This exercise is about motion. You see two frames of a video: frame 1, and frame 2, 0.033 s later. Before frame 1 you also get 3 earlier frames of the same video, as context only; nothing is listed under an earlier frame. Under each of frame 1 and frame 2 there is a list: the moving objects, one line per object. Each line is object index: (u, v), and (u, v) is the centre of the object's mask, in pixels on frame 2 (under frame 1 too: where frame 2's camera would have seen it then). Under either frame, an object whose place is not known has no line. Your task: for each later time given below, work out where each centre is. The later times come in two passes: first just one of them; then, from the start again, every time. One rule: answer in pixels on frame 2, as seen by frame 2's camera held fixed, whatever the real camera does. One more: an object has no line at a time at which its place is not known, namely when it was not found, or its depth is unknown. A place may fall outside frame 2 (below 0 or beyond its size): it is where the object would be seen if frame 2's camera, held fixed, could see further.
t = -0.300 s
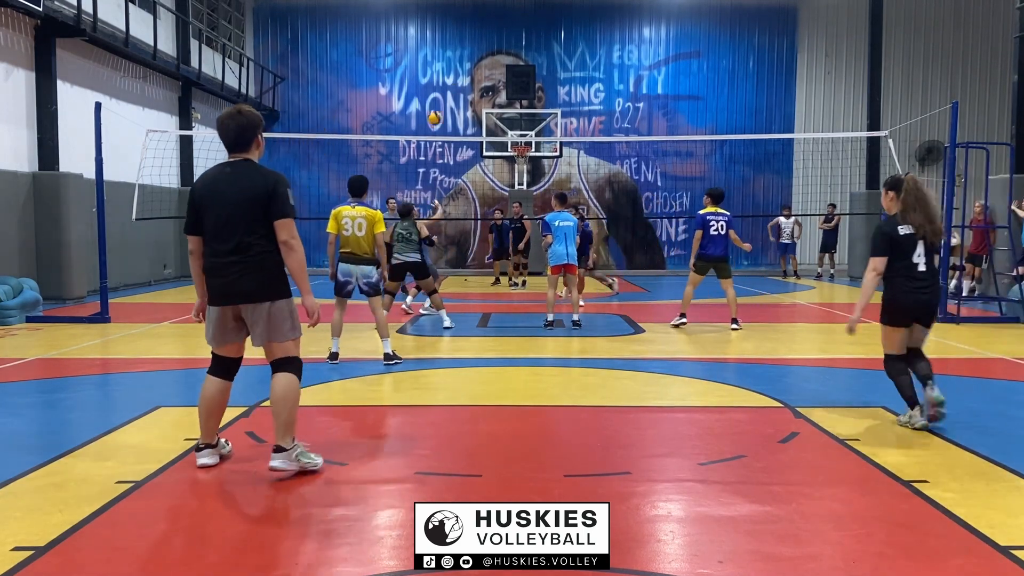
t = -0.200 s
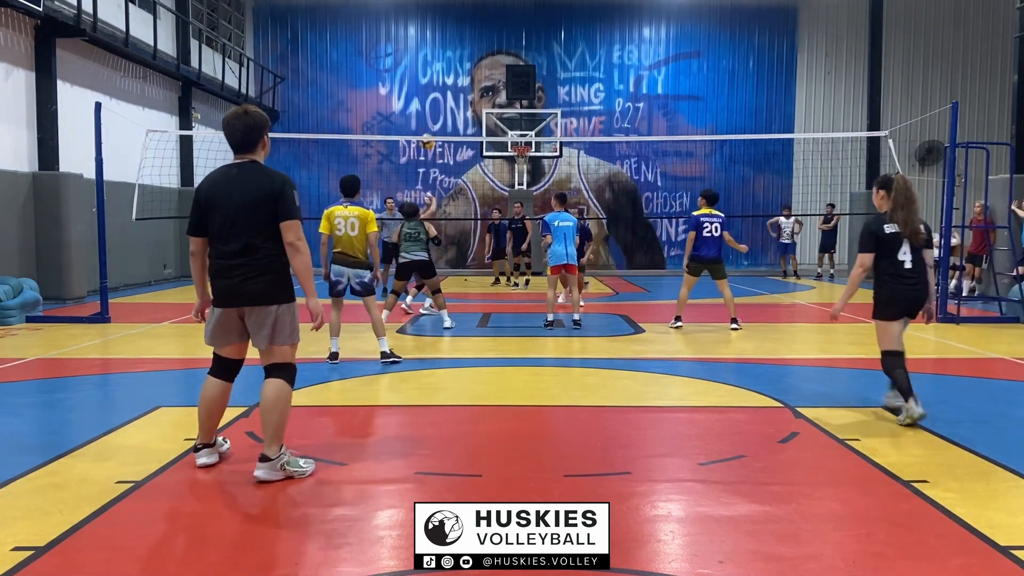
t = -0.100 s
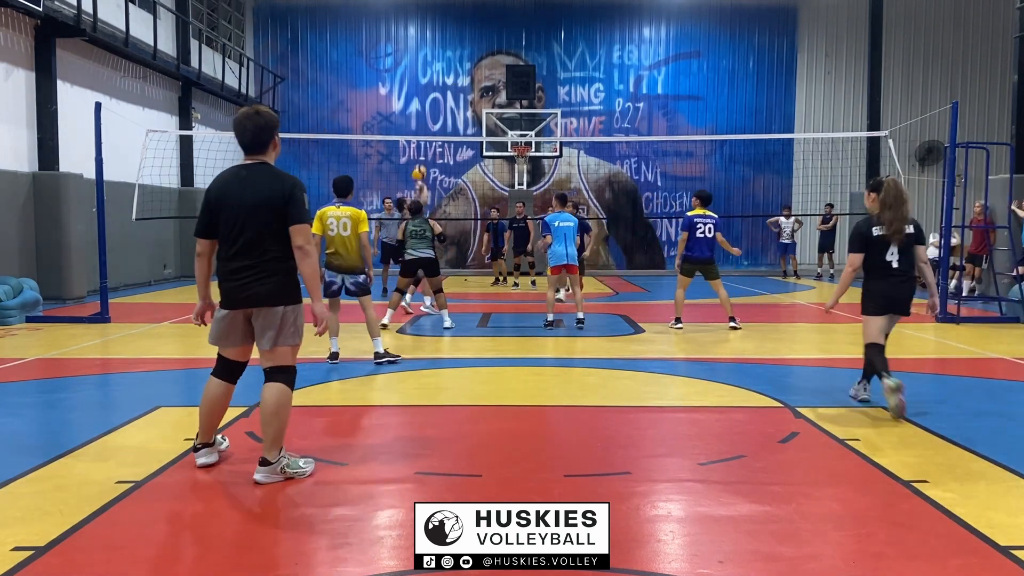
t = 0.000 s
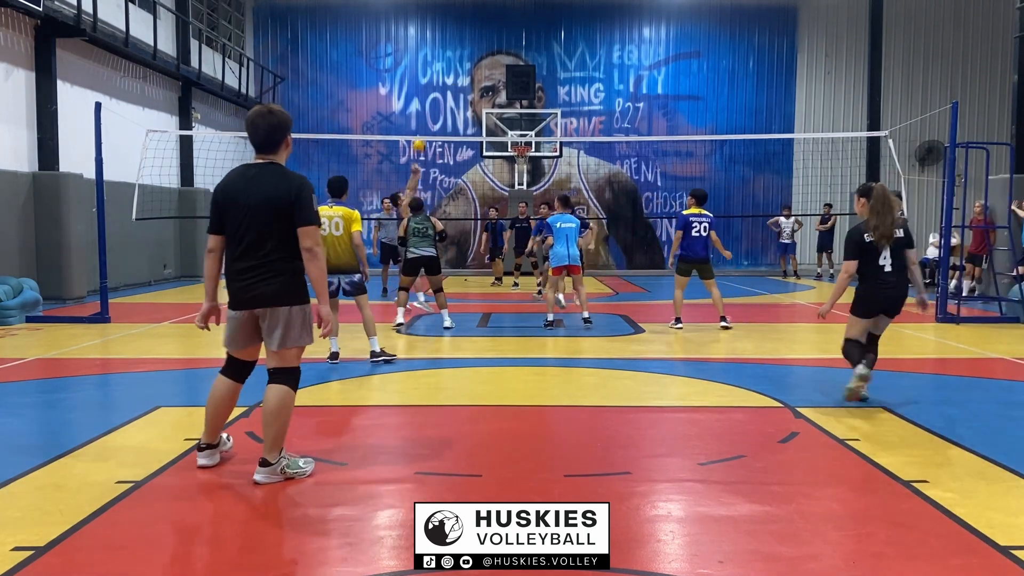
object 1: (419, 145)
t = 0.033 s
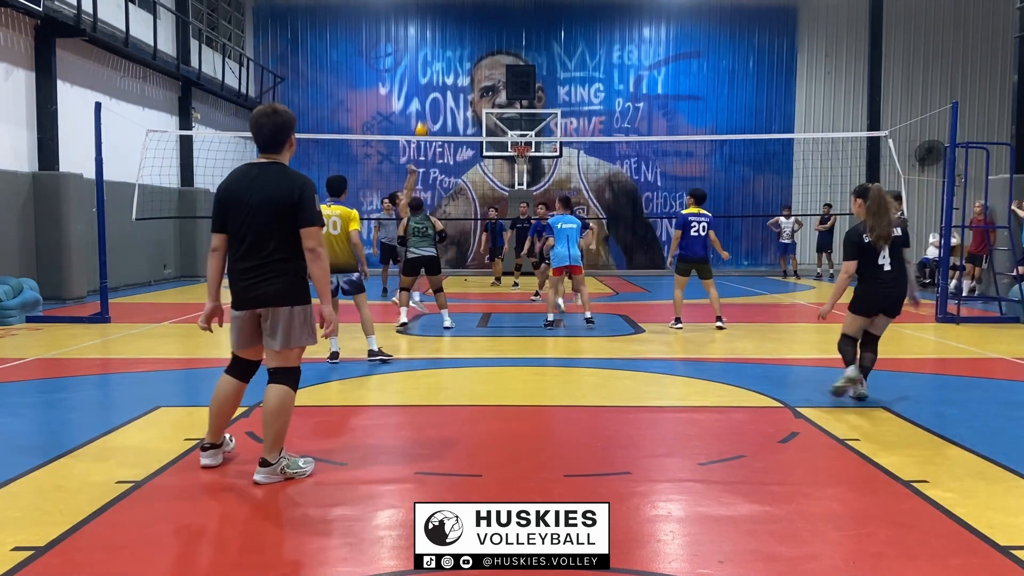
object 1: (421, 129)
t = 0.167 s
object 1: (428, 81)
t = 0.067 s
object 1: (423, 116)
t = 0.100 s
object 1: (424, 104)
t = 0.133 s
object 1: (426, 92)
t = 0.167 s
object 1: (428, 81)
